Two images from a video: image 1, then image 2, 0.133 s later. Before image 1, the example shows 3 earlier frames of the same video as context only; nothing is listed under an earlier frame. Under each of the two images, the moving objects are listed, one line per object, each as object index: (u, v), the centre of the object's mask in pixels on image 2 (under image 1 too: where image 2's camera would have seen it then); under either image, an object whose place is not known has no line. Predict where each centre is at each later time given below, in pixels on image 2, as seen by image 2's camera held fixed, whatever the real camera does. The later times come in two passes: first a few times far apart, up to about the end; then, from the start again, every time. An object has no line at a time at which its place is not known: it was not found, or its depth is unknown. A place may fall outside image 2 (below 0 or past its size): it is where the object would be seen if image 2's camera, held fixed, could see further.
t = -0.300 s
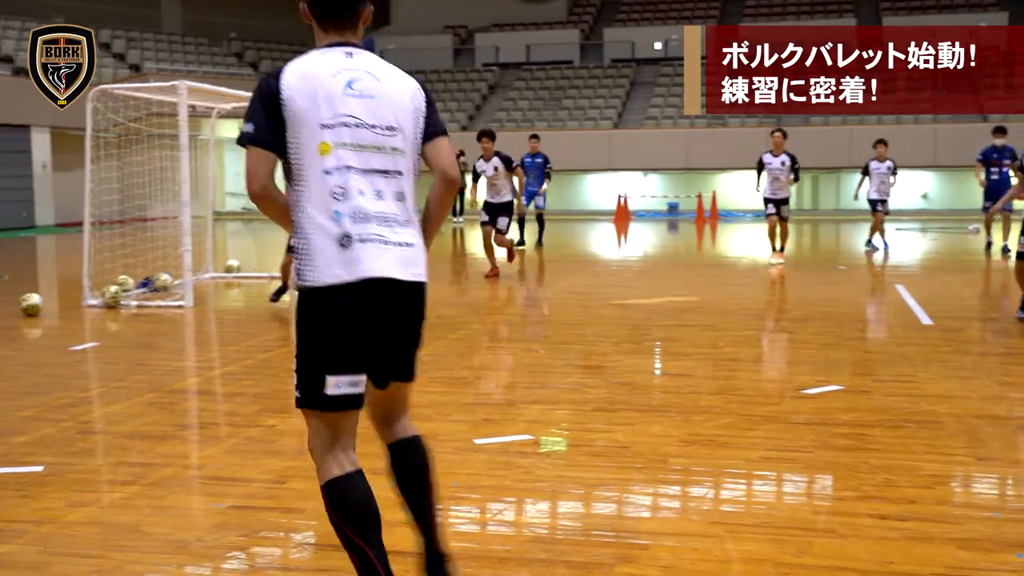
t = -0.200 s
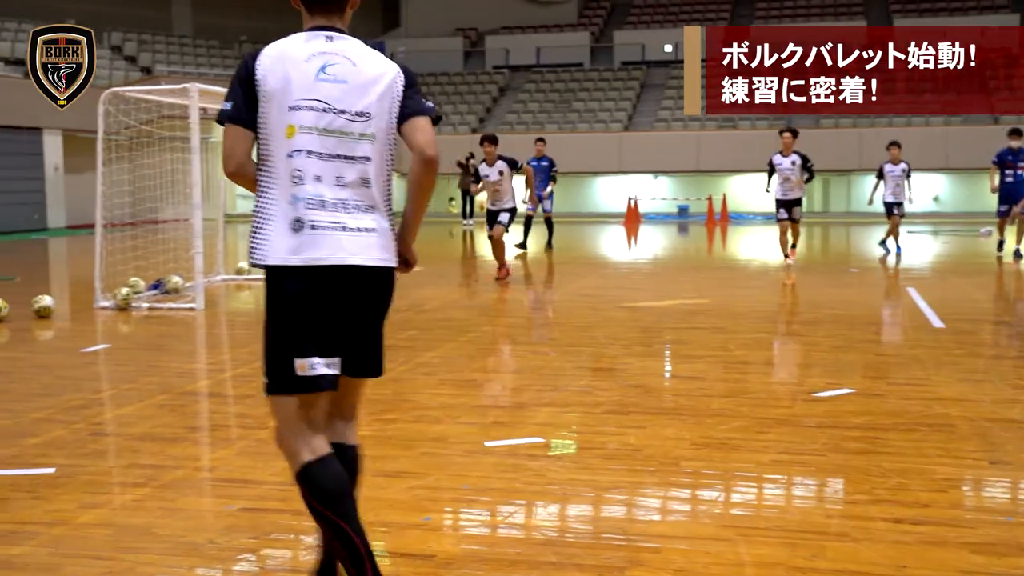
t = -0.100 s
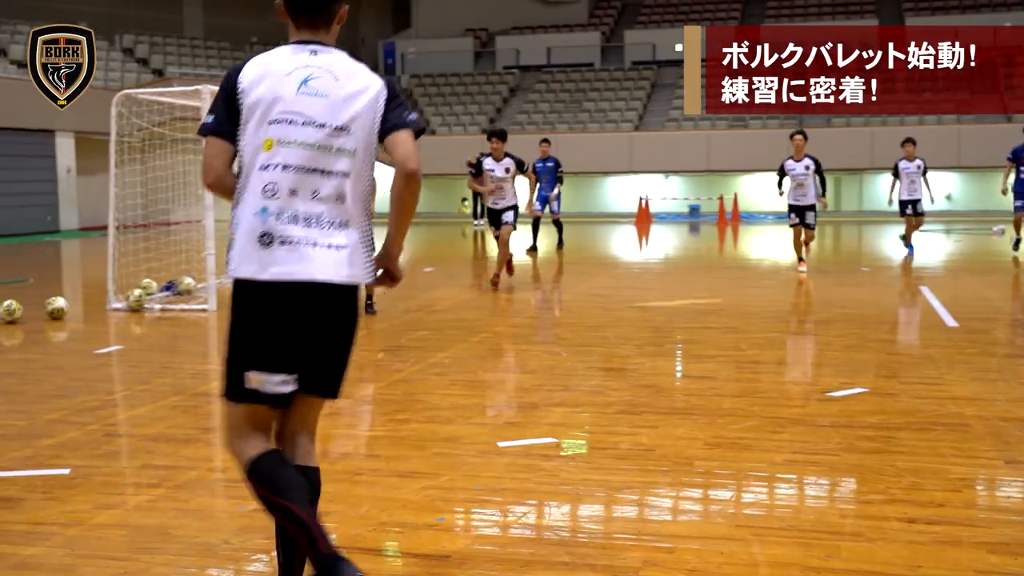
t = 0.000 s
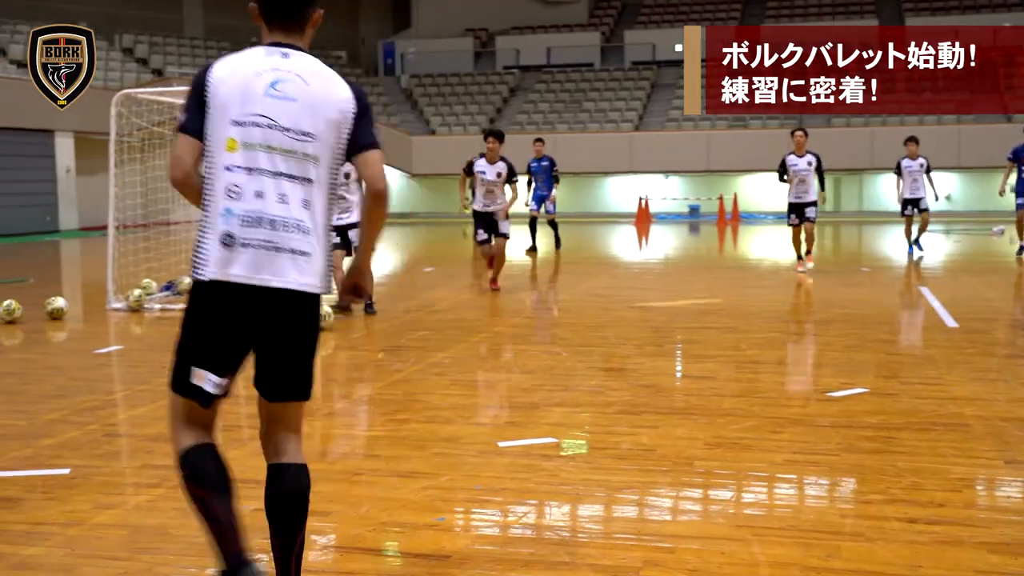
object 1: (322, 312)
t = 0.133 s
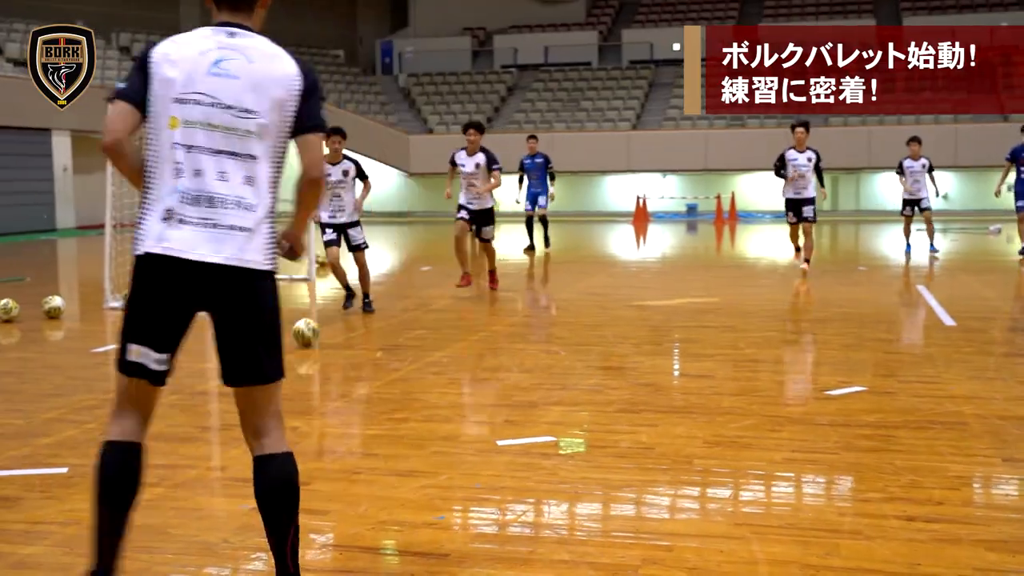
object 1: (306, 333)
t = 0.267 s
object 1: (294, 349)
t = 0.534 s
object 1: (271, 384)
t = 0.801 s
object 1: (239, 432)
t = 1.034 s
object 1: (195, 496)
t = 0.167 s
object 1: (303, 336)
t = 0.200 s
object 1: (300, 341)
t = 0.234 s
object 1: (297, 345)
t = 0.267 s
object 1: (294, 349)
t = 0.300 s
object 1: (290, 354)
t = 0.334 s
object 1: (286, 358)
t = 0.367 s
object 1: (284, 362)
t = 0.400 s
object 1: (282, 366)
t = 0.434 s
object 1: (280, 370)
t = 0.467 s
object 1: (277, 375)
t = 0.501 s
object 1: (274, 379)
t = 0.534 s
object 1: (271, 384)
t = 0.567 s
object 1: (269, 389)
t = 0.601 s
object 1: (264, 395)
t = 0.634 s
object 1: (261, 400)
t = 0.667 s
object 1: (256, 405)
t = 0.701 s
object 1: (253, 412)
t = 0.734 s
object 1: (248, 418)
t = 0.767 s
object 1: (244, 425)
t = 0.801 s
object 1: (239, 432)
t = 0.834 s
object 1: (234, 440)
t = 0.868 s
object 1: (229, 447)
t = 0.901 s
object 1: (224, 457)
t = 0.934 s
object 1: (217, 466)
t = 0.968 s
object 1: (210, 475)
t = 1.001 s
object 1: (203, 486)
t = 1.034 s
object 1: (195, 496)
